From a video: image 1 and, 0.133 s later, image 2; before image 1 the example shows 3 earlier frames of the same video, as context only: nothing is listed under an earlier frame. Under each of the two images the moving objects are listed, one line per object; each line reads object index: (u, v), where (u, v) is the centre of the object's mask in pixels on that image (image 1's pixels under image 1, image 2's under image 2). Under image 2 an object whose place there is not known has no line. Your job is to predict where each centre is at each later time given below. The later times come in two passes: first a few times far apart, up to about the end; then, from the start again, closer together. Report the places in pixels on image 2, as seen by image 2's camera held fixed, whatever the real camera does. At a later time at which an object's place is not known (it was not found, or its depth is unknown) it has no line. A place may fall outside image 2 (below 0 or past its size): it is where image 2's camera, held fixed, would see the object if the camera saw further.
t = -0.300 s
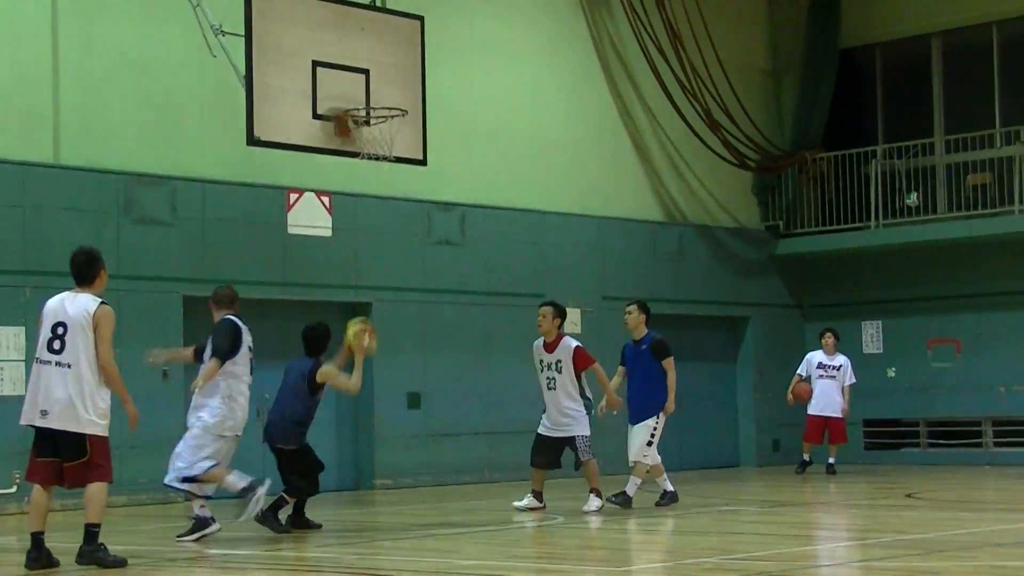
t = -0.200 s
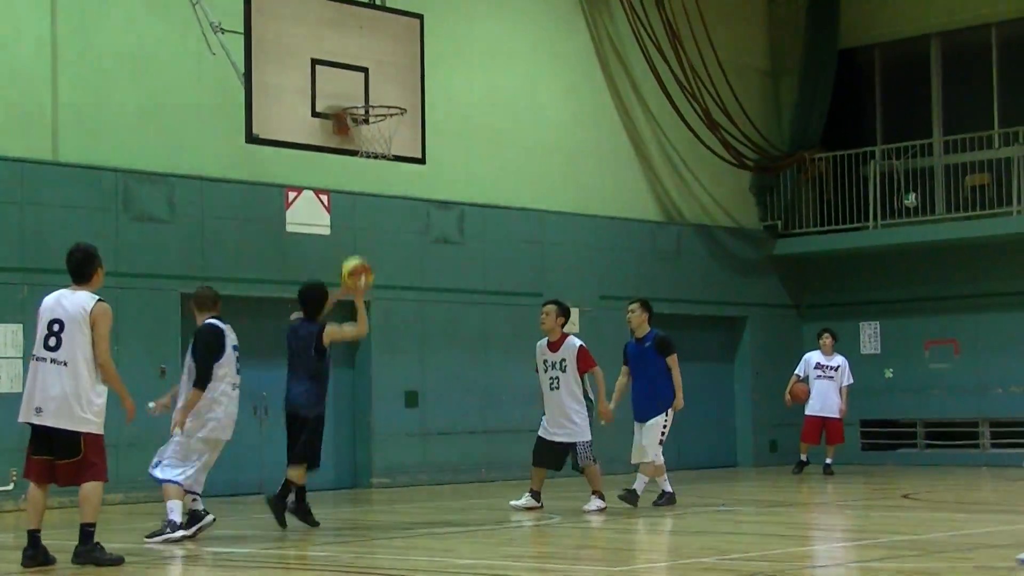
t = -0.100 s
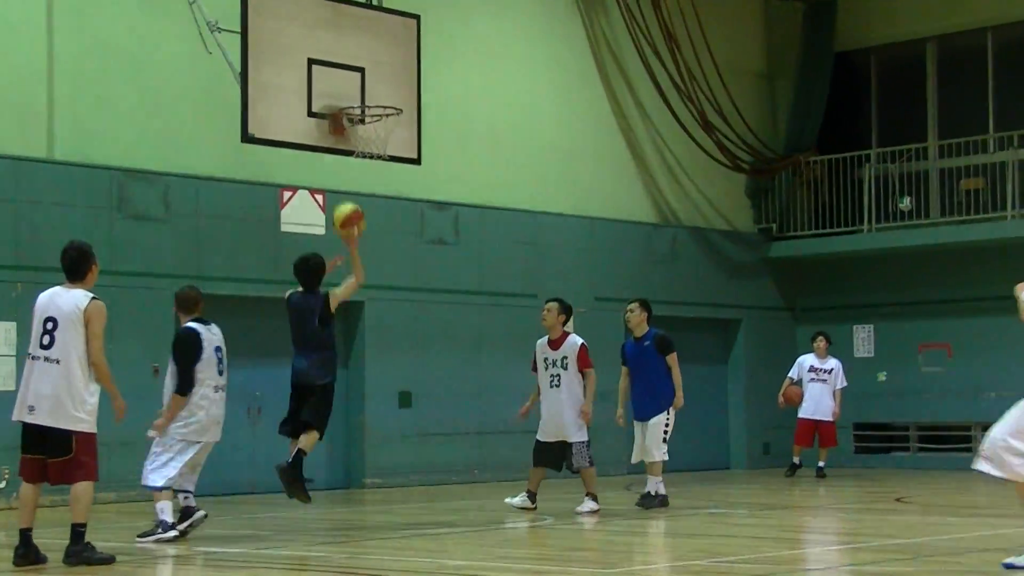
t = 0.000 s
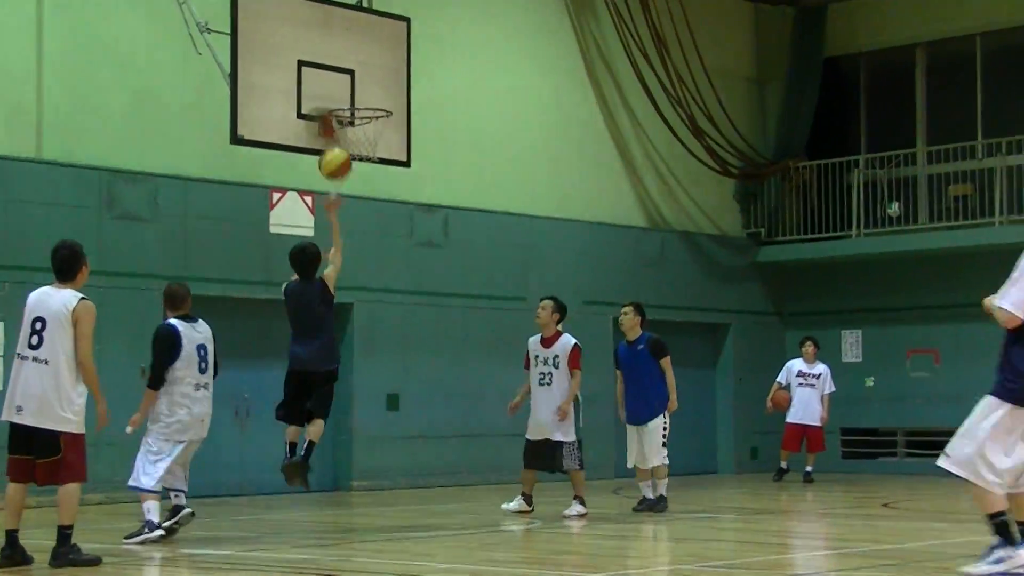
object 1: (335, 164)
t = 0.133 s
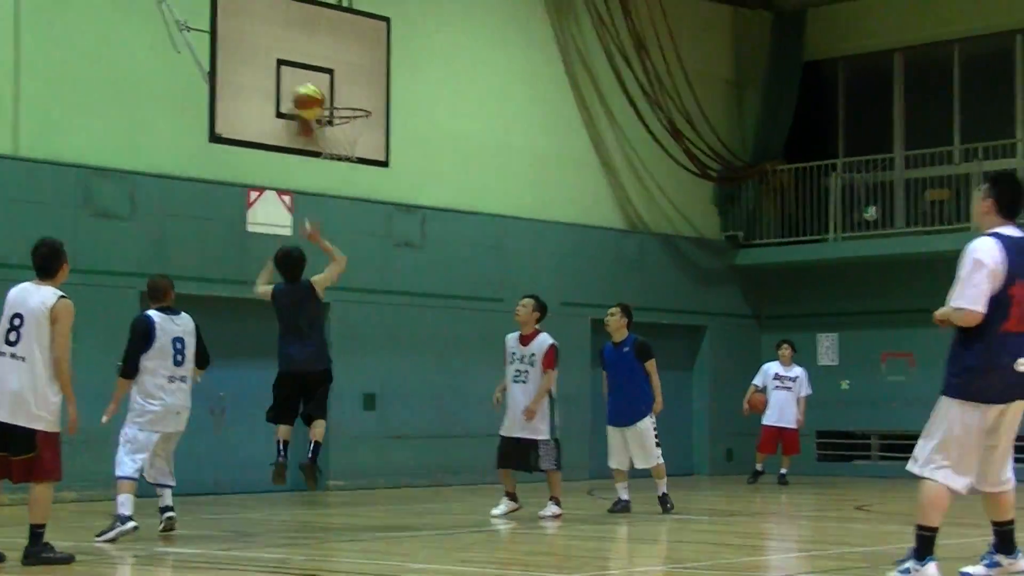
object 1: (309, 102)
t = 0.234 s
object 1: (306, 72)
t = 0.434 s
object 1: (299, 53)
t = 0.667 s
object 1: (333, 96)
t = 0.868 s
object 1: (358, 179)
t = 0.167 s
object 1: (308, 89)
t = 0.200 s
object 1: (307, 80)
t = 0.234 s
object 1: (306, 72)
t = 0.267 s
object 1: (305, 65)
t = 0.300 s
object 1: (304, 60)
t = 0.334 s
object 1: (302, 57)
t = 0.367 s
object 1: (301, 54)
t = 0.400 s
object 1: (300, 53)
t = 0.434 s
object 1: (299, 53)
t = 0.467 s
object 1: (300, 56)
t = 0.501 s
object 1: (305, 59)
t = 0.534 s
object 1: (311, 63)
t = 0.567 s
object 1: (317, 69)
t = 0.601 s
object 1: (322, 77)
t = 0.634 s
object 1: (327, 87)
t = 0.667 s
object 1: (333, 96)
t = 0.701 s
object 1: (338, 110)
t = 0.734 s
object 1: (343, 124)
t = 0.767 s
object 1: (348, 137)
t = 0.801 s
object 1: (352, 150)
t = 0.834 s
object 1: (355, 164)
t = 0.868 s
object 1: (358, 179)
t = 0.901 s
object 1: (361, 196)
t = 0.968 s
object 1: (367, 233)
